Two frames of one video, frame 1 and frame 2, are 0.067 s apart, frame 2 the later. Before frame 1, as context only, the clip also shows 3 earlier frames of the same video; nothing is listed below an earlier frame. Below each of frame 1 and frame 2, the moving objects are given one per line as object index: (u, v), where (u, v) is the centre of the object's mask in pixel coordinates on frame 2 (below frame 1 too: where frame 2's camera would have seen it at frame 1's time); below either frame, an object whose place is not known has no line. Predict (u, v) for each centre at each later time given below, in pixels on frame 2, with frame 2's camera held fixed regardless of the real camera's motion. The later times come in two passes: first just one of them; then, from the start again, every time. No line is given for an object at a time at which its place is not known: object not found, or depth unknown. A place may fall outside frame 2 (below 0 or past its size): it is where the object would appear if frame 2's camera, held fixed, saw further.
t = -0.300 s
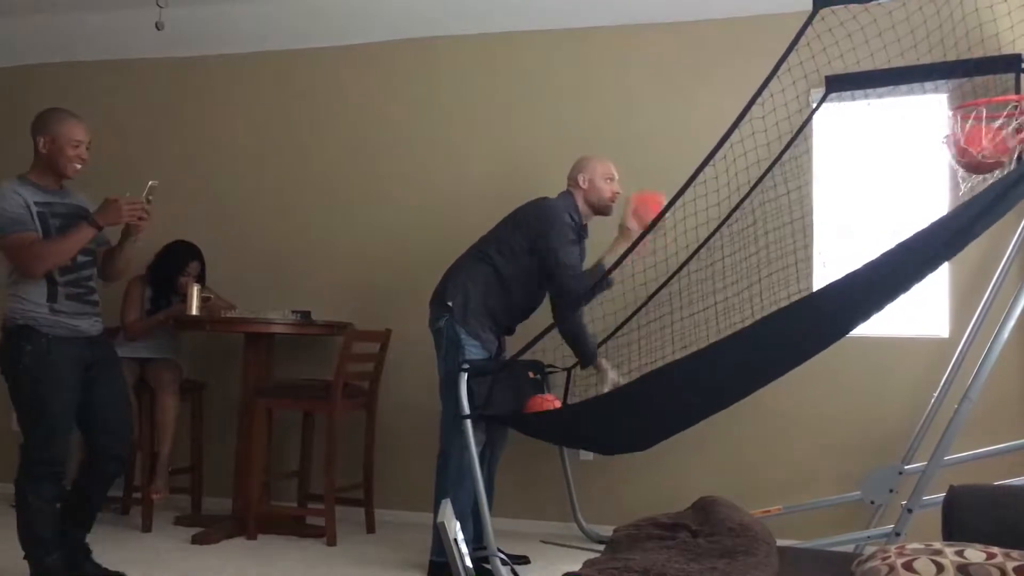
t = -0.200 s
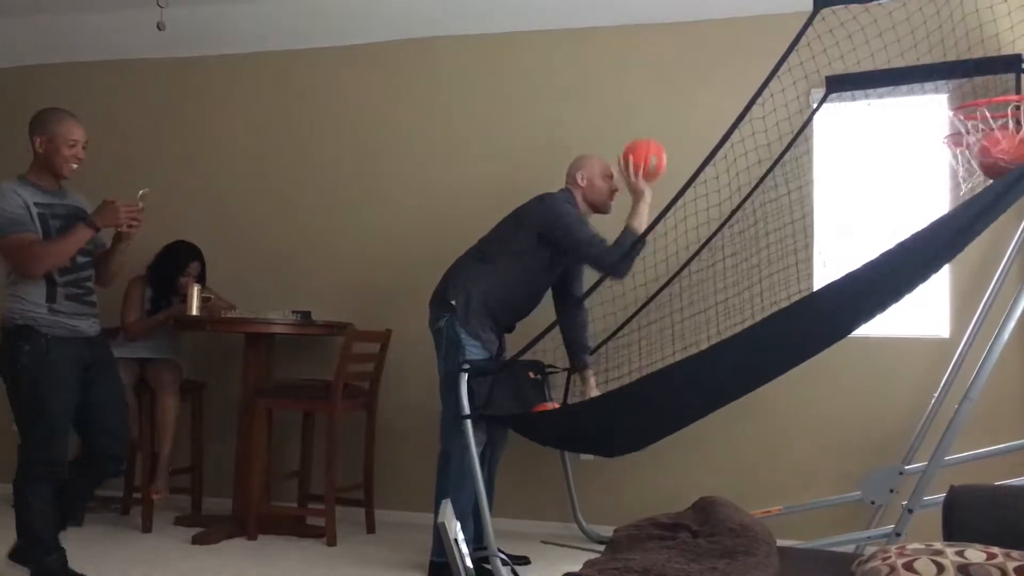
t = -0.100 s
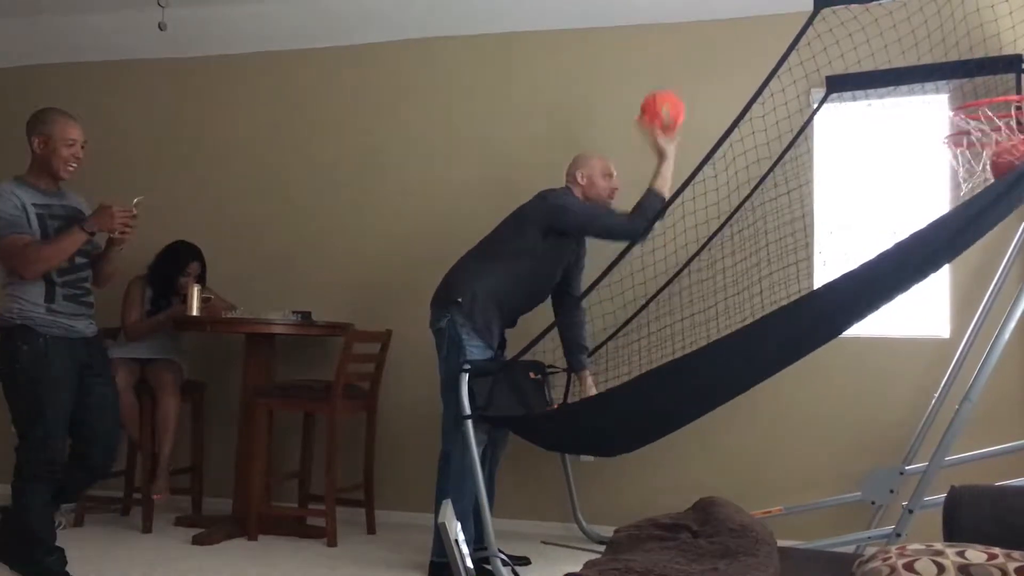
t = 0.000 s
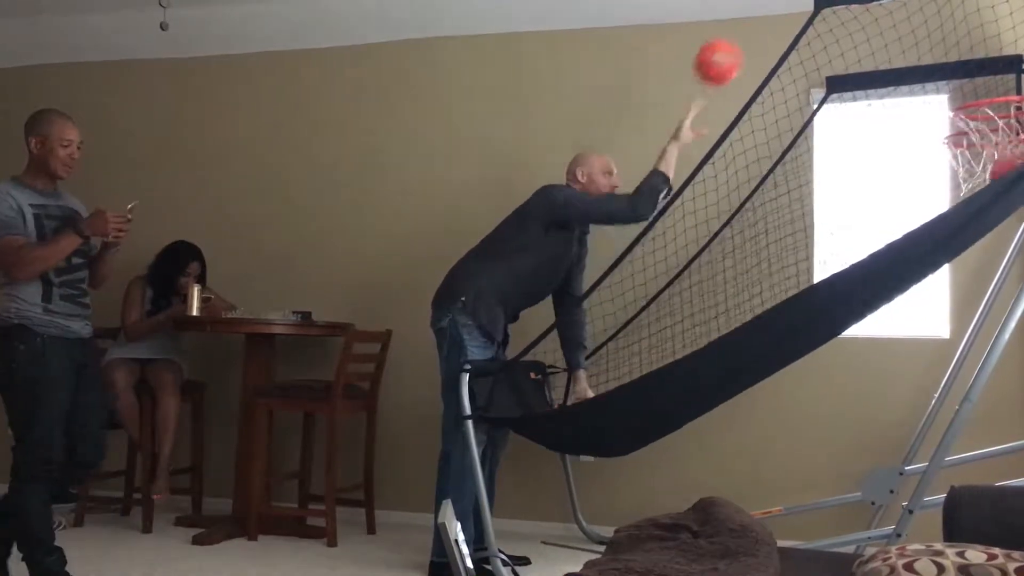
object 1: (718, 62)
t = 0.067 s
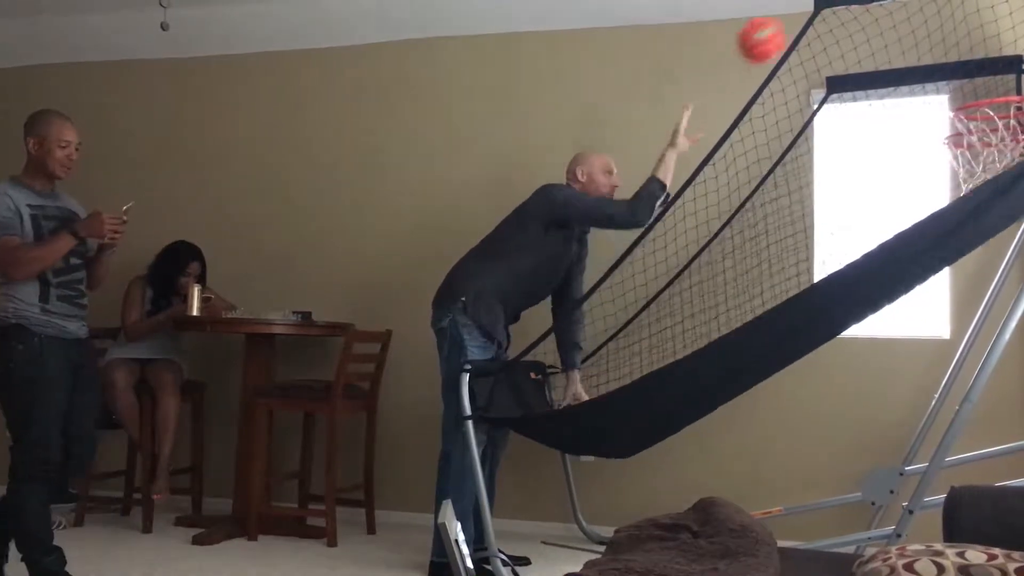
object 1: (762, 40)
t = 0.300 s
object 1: (926, 48)
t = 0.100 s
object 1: (780, 30)
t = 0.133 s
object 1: (808, 29)
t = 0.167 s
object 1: (832, 28)
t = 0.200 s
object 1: (852, 27)
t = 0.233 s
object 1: (877, 30)
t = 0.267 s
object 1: (901, 37)
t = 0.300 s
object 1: (926, 48)
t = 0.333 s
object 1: (951, 61)
